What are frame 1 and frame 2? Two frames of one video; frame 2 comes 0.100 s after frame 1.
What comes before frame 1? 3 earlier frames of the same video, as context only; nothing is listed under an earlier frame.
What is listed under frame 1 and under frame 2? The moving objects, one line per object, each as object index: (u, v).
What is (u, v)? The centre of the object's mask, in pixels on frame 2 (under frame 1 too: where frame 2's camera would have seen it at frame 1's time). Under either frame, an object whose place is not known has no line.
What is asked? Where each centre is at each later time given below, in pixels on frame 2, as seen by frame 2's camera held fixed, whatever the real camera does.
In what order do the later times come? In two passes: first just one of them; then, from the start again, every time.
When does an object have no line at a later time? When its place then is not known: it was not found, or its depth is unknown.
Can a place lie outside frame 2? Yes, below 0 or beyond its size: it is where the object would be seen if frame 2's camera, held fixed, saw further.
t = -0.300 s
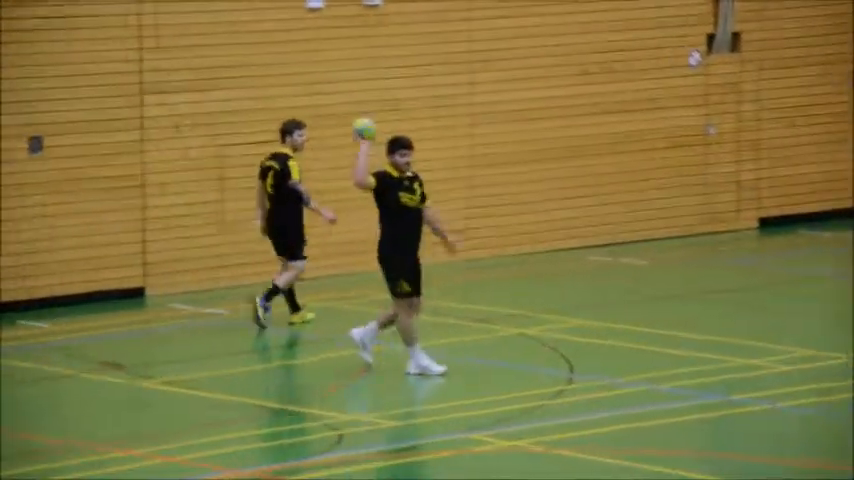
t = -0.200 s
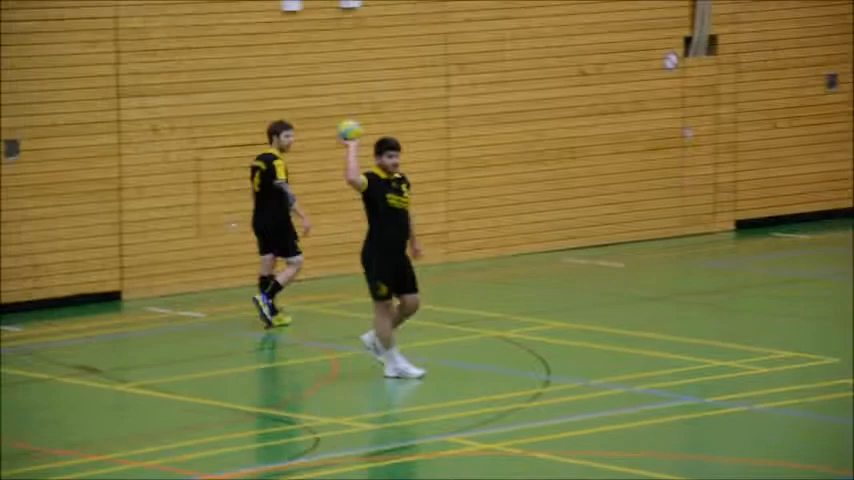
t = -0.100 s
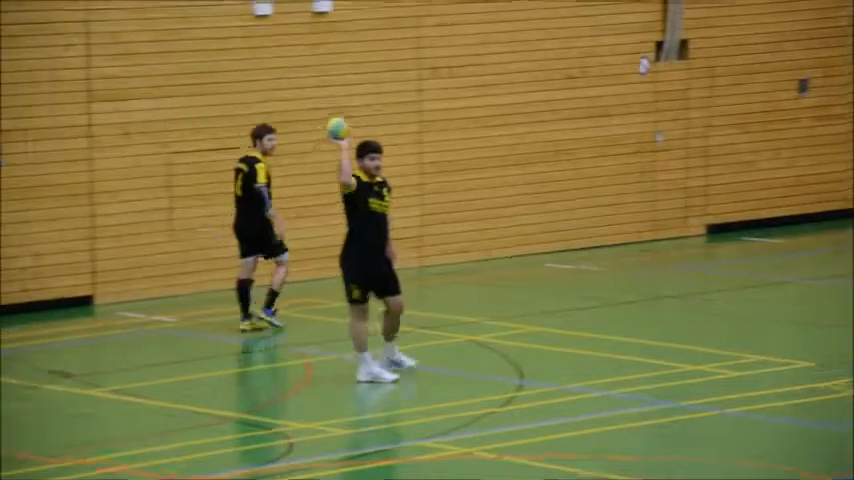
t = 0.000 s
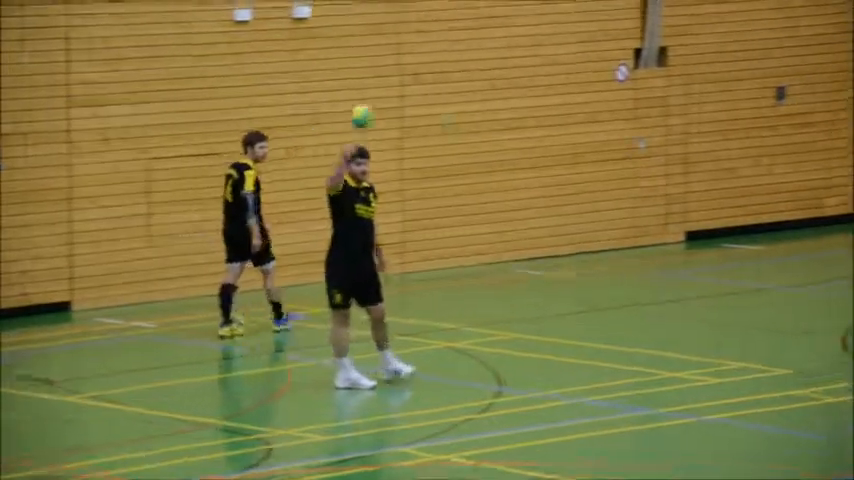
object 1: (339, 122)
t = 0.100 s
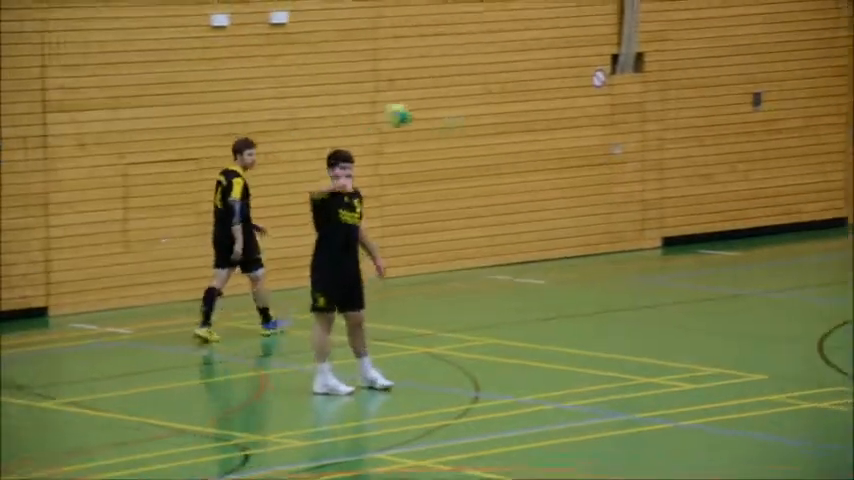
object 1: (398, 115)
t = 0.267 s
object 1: (499, 135)
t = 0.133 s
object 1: (418, 115)
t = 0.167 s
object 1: (439, 117)
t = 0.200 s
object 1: (458, 122)
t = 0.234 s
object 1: (480, 127)
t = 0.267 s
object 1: (499, 135)
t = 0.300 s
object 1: (523, 143)
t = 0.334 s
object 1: (544, 153)
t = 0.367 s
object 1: (564, 165)
